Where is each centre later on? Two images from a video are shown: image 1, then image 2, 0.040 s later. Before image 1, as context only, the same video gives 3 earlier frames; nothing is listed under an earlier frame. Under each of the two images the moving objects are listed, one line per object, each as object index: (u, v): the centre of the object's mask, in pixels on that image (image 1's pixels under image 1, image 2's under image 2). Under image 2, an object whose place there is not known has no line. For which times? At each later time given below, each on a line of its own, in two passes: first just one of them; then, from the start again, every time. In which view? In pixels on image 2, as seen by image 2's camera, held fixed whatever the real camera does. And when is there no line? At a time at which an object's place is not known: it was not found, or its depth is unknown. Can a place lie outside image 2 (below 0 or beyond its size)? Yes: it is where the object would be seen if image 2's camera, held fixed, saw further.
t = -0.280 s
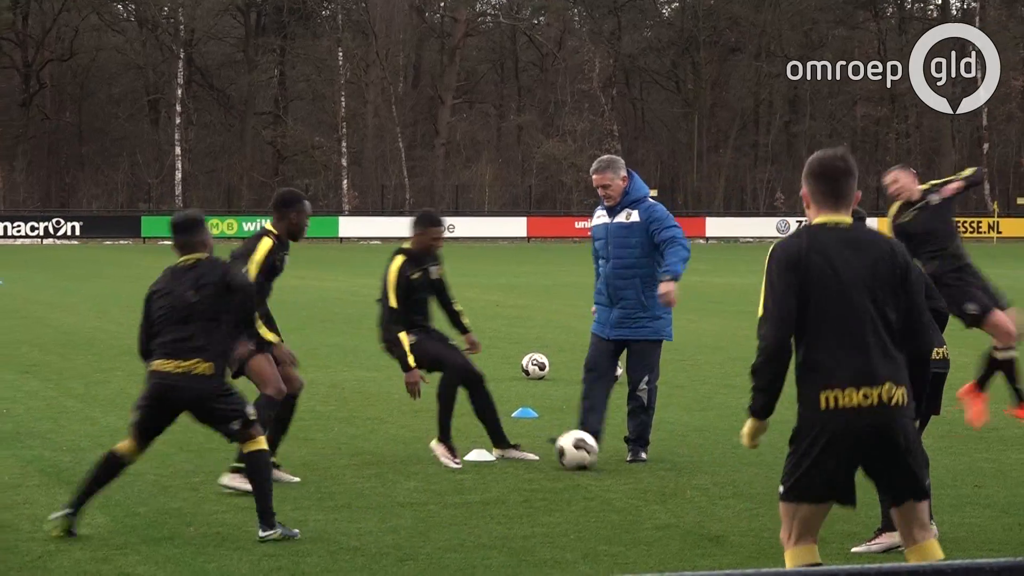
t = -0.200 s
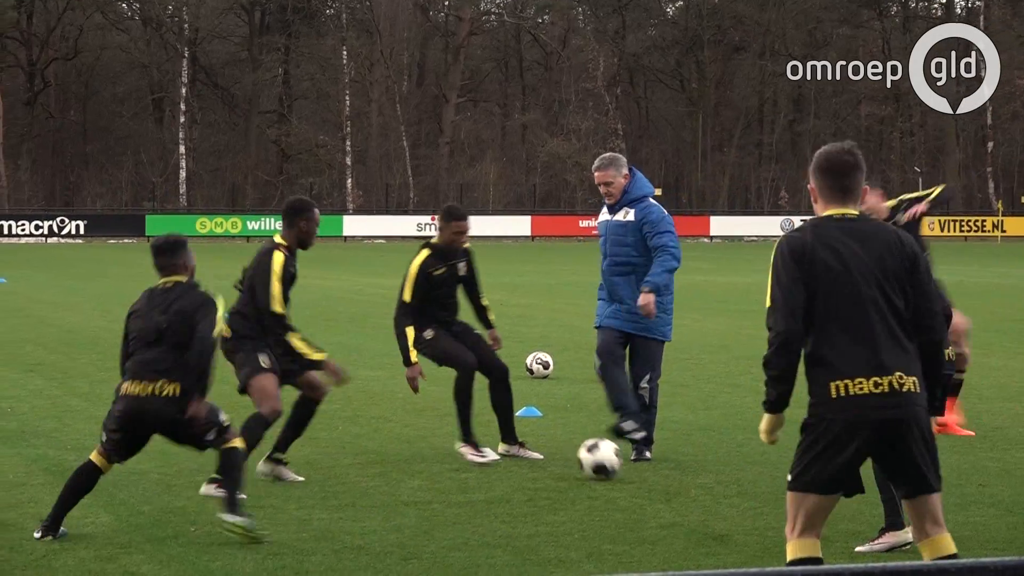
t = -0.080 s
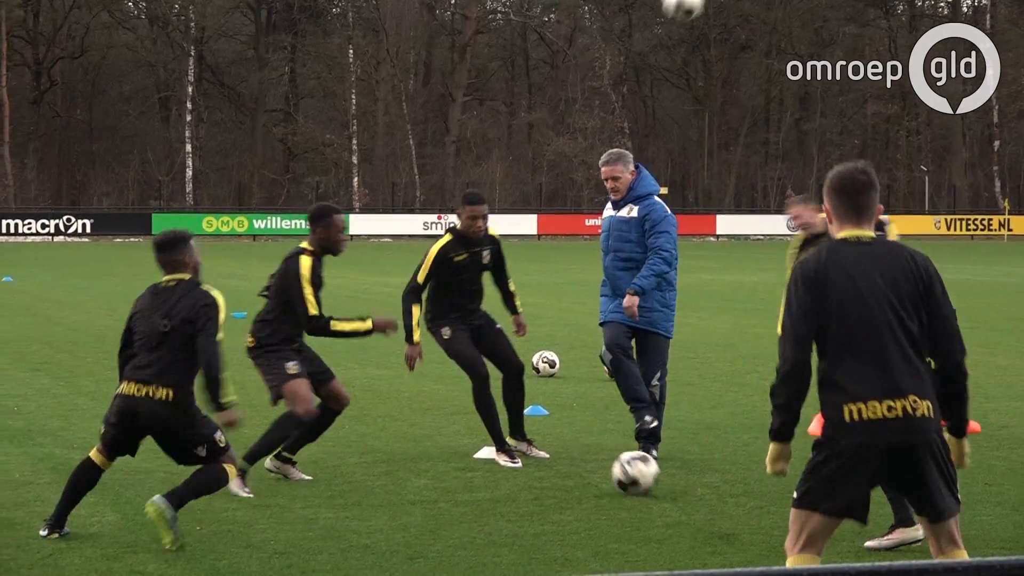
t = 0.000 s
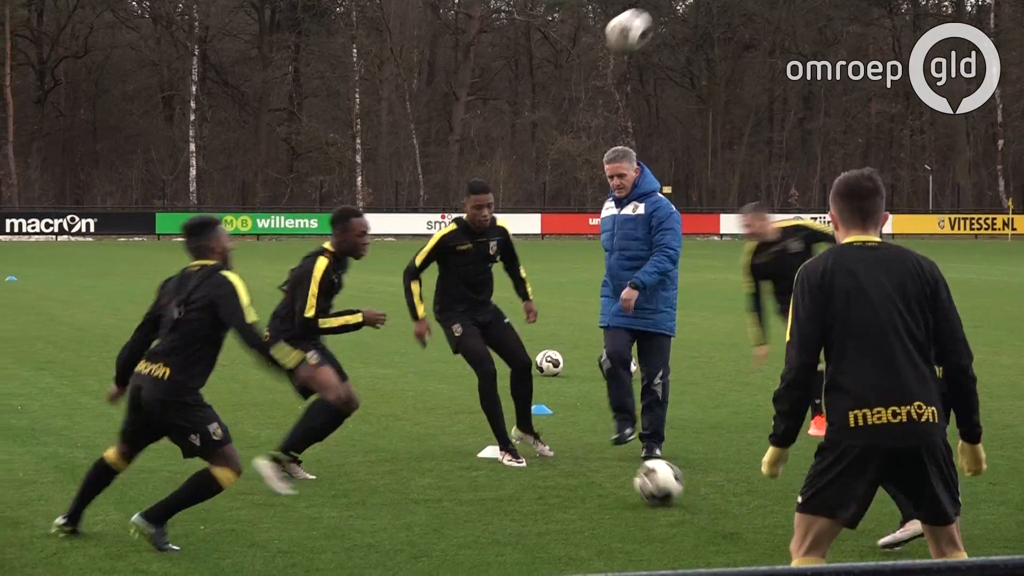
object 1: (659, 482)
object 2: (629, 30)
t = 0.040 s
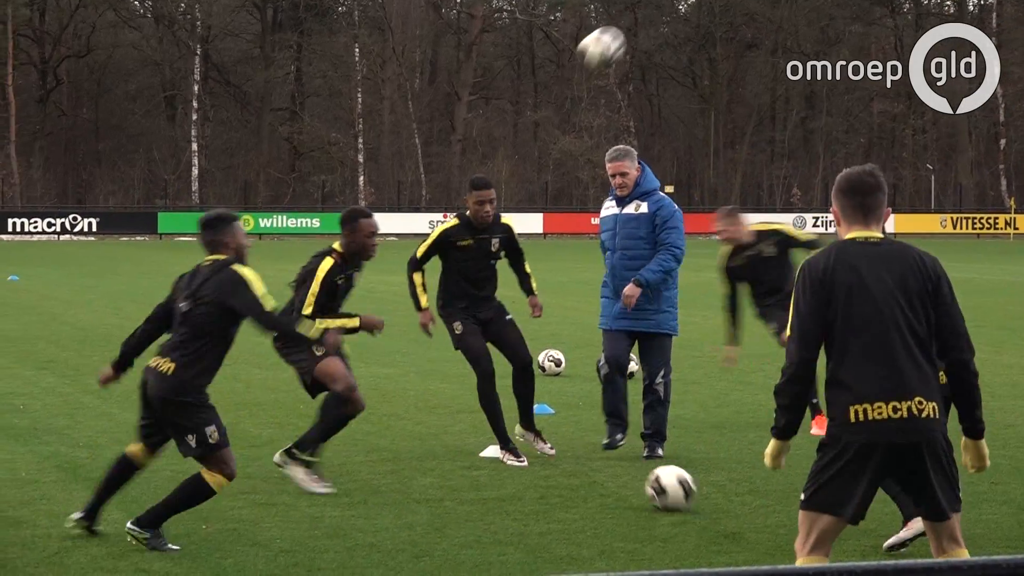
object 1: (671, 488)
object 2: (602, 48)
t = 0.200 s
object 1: (711, 509)
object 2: (482, 153)
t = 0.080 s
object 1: (680, 492)
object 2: (572, 70)
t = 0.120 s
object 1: (690, 497)
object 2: (541, 96)
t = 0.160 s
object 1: (700, 502)
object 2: (513, 122)
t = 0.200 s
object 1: (711, 509)
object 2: (482, 153)
